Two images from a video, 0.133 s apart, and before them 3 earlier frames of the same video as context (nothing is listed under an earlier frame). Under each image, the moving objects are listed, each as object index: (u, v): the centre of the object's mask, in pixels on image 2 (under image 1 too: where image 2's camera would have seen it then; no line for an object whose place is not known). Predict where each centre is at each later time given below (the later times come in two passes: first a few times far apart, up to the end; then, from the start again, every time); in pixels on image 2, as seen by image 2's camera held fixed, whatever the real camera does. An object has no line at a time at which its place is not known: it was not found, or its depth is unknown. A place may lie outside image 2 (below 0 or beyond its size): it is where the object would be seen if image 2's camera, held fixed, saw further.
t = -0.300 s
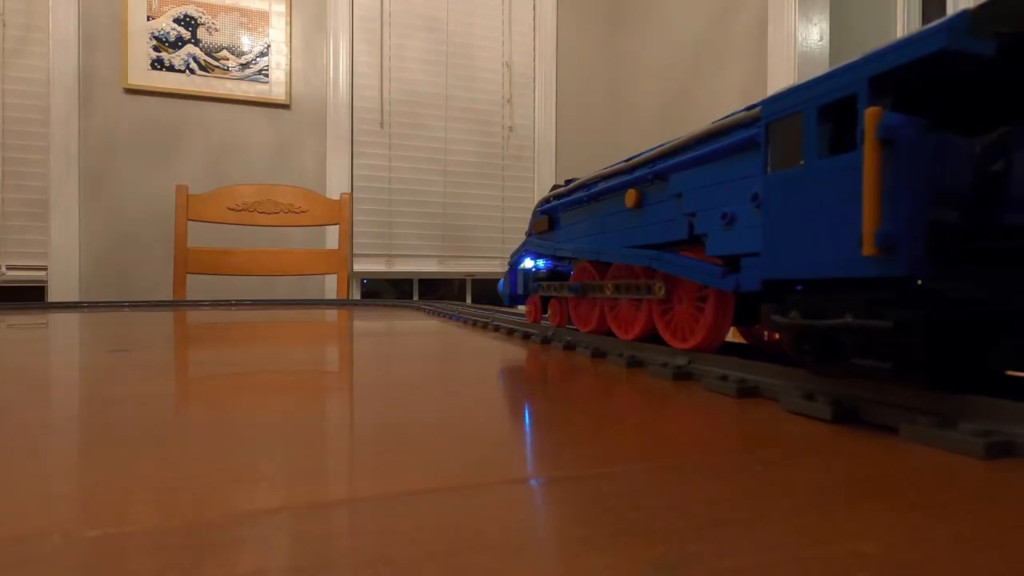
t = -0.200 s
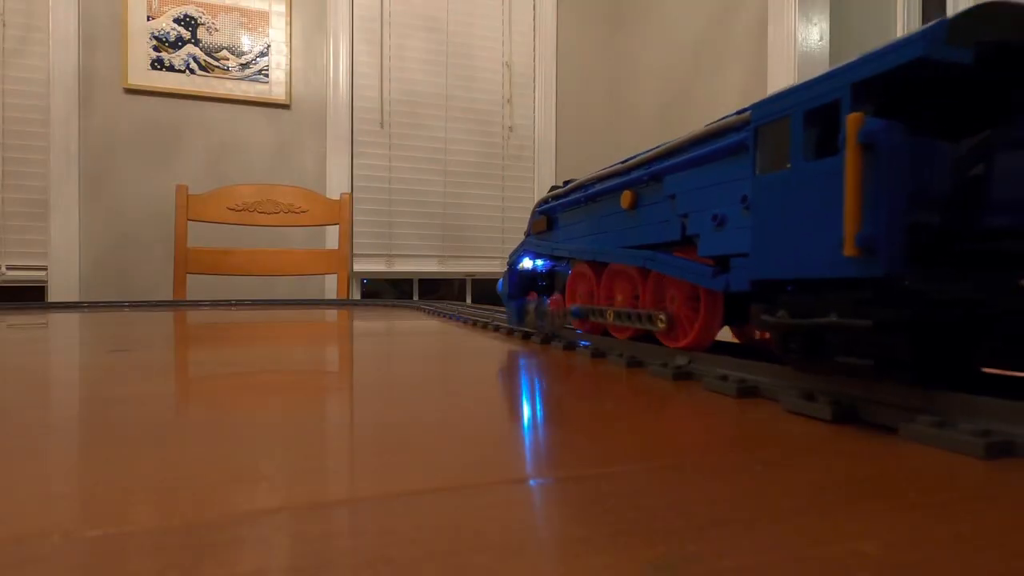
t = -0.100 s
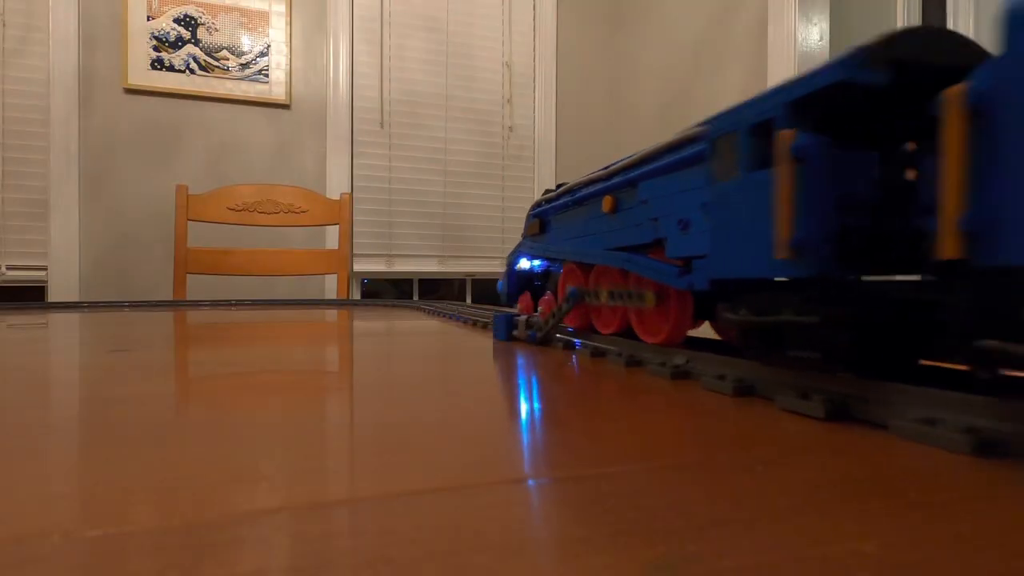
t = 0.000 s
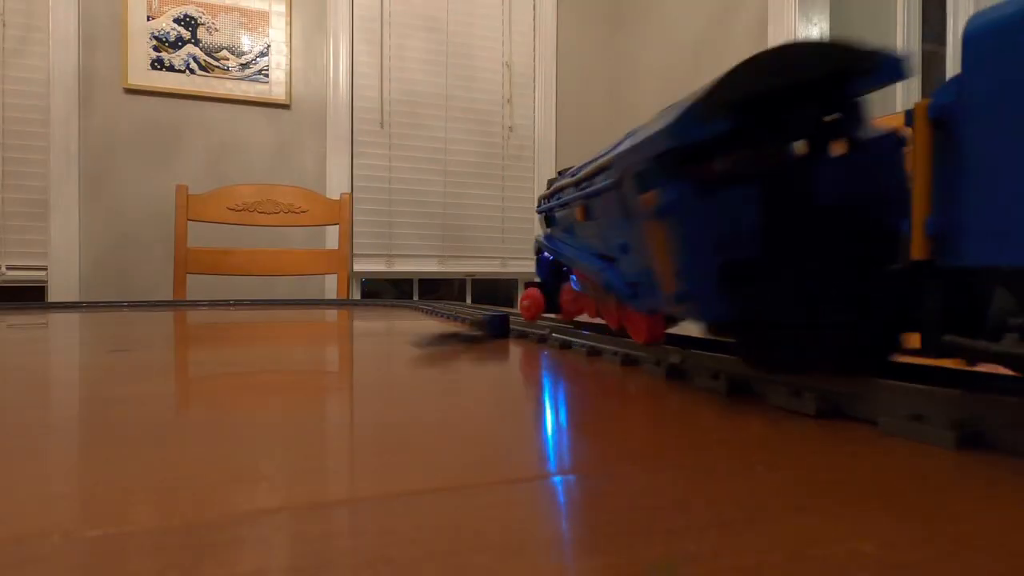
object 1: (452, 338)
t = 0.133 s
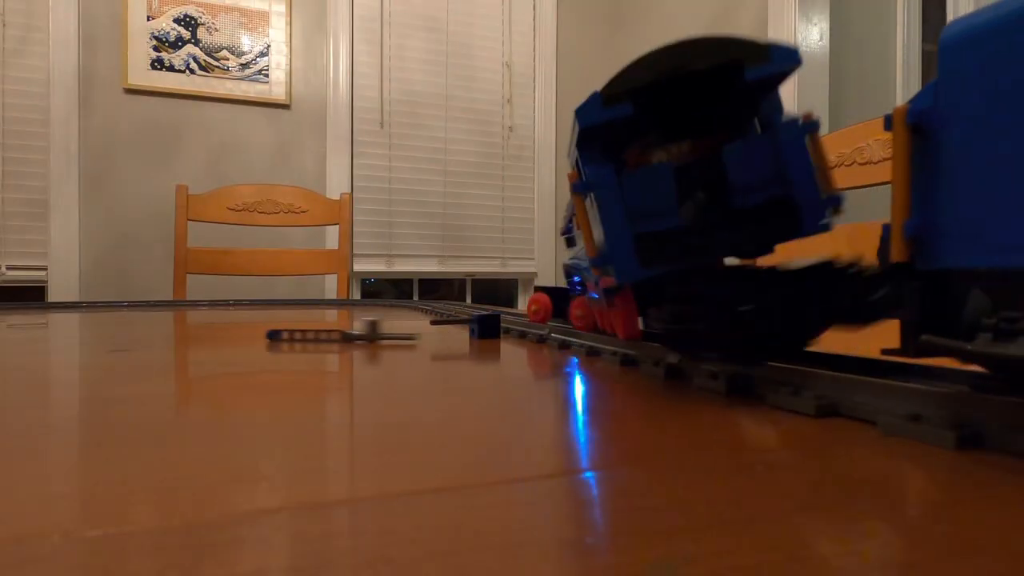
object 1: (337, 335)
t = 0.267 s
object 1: (289, 333)
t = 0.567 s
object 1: (284, 333)
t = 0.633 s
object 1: (284, 333)
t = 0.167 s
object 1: (322, 334)
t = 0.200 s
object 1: (310, 333)
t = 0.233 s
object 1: (298, 333)
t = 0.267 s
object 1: (289, 333)
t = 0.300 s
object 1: (284, 333)
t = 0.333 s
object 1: (283, 333)
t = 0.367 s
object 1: (283, 333)
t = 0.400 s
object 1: (283, 333)
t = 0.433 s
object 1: (283, 333)
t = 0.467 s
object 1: (284, 333)
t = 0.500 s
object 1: (284, 333)
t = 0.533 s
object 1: (284, 333)
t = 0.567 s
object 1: (284, 333)
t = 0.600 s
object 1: (284, 333)
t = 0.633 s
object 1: (284, 333)
